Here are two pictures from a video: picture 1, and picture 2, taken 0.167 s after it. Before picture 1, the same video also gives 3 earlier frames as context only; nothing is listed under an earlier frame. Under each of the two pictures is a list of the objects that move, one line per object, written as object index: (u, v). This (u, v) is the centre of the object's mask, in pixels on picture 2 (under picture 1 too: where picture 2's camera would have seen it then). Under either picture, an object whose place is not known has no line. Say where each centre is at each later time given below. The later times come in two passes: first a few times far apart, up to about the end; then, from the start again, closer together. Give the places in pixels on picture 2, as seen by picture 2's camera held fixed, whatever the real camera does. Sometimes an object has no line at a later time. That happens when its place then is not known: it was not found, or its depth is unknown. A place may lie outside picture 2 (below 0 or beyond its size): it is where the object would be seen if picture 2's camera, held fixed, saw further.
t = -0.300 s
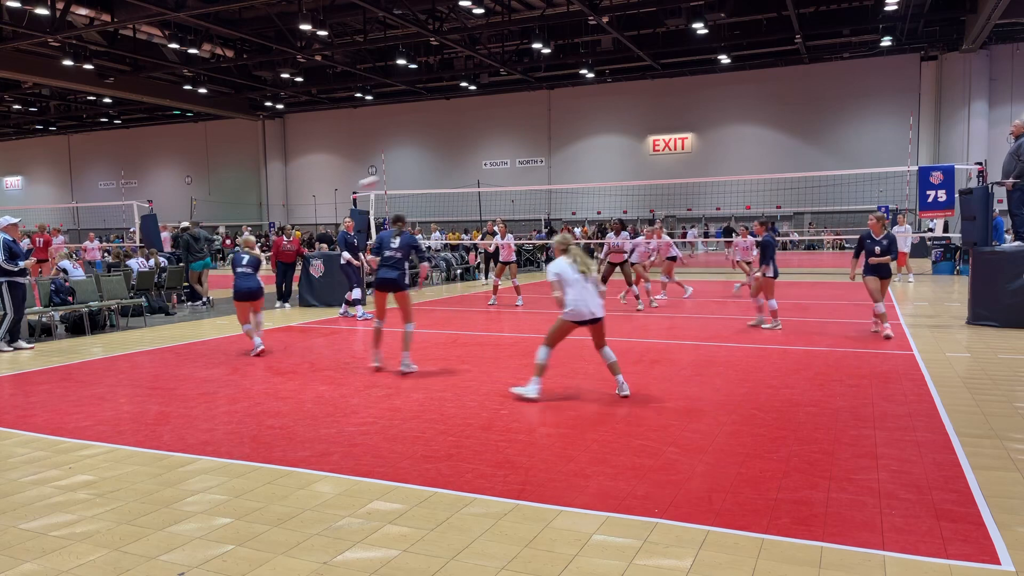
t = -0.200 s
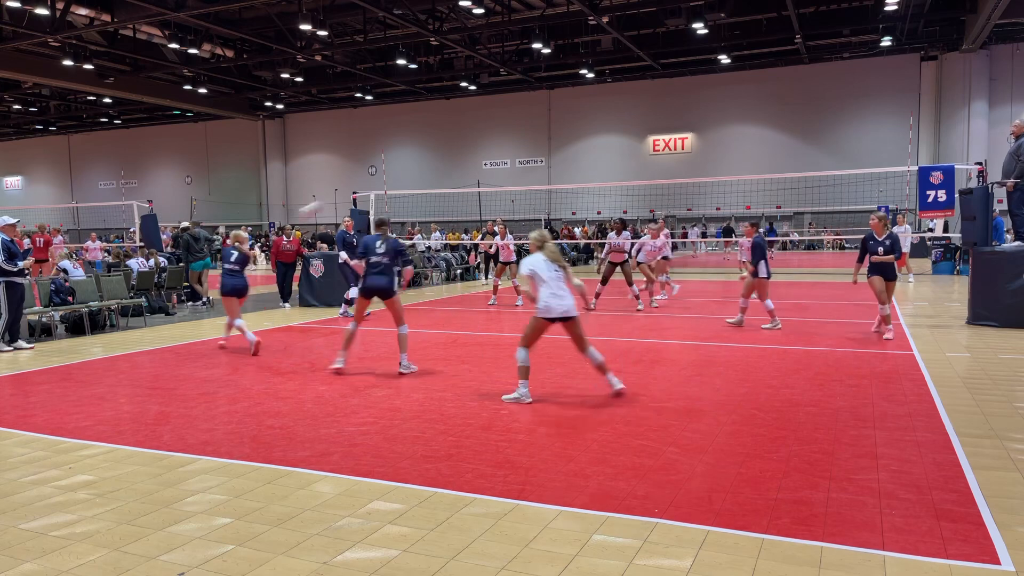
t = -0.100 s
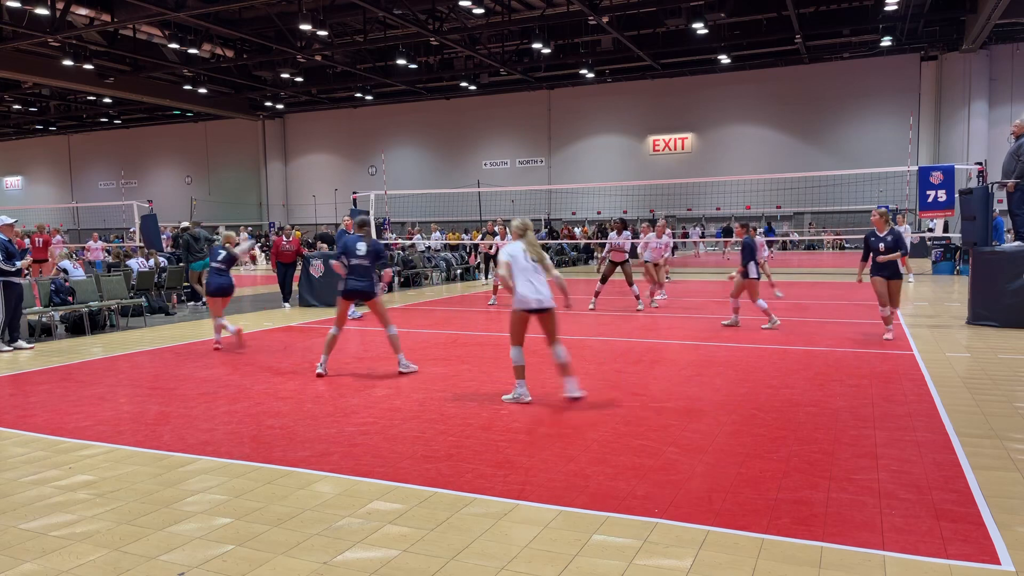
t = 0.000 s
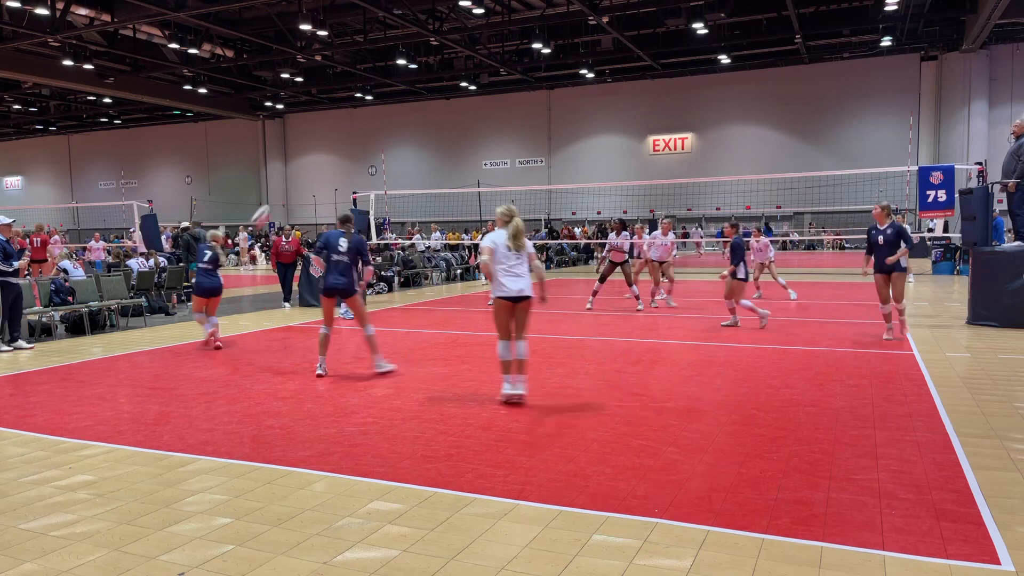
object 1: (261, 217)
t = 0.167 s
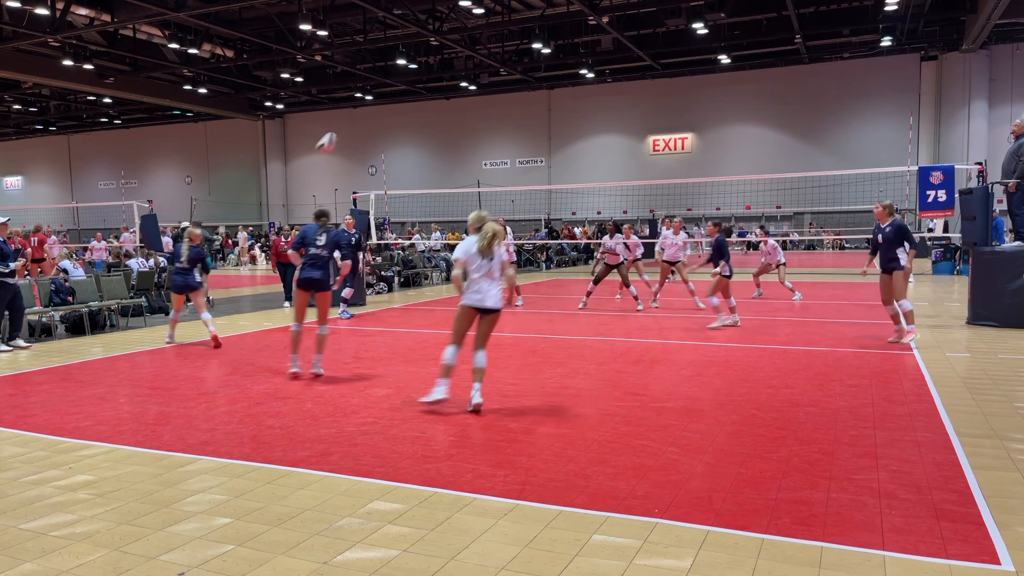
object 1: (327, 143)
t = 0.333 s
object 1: (390, 93)
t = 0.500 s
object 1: (449, 63)
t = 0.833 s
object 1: (563, 62)
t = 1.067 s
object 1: (638, 103)
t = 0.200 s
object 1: (339, 132)
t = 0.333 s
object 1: (390, 93)
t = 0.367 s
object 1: (402, 85)
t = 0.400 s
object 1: (414, 79)
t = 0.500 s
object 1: (449, 63)
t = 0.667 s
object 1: (508, 54)
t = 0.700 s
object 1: (519, 54)
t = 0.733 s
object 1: (530, 55)
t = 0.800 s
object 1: (553, 59)
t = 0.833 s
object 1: (563, 62)
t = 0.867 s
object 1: (573, 66)
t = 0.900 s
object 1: (585, 70)
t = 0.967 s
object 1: (606, 82)
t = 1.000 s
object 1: (617, 88)
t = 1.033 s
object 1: (627, 95)
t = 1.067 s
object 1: (638, 103)
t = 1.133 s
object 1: (658, 120)
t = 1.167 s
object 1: (667, 128)
